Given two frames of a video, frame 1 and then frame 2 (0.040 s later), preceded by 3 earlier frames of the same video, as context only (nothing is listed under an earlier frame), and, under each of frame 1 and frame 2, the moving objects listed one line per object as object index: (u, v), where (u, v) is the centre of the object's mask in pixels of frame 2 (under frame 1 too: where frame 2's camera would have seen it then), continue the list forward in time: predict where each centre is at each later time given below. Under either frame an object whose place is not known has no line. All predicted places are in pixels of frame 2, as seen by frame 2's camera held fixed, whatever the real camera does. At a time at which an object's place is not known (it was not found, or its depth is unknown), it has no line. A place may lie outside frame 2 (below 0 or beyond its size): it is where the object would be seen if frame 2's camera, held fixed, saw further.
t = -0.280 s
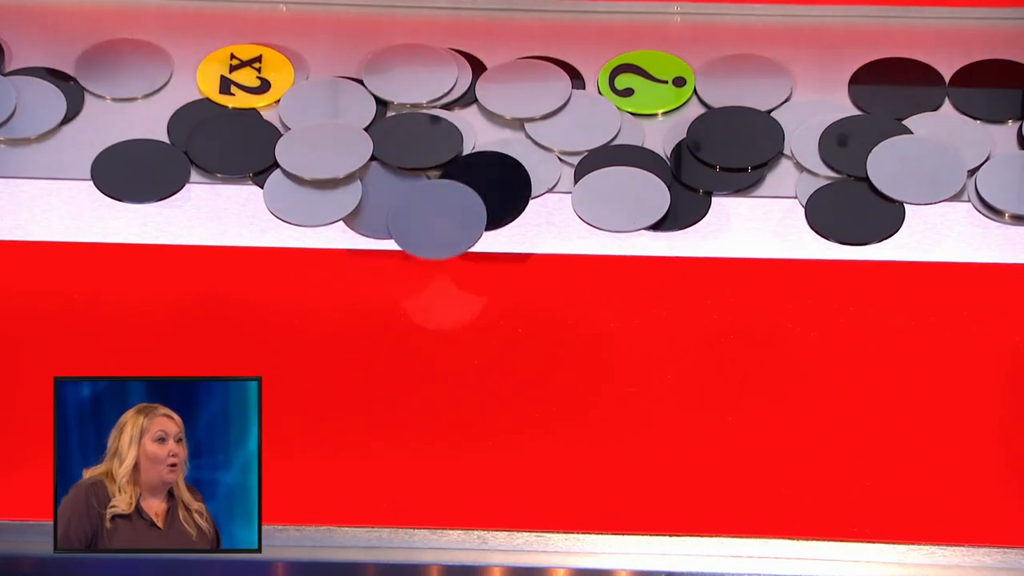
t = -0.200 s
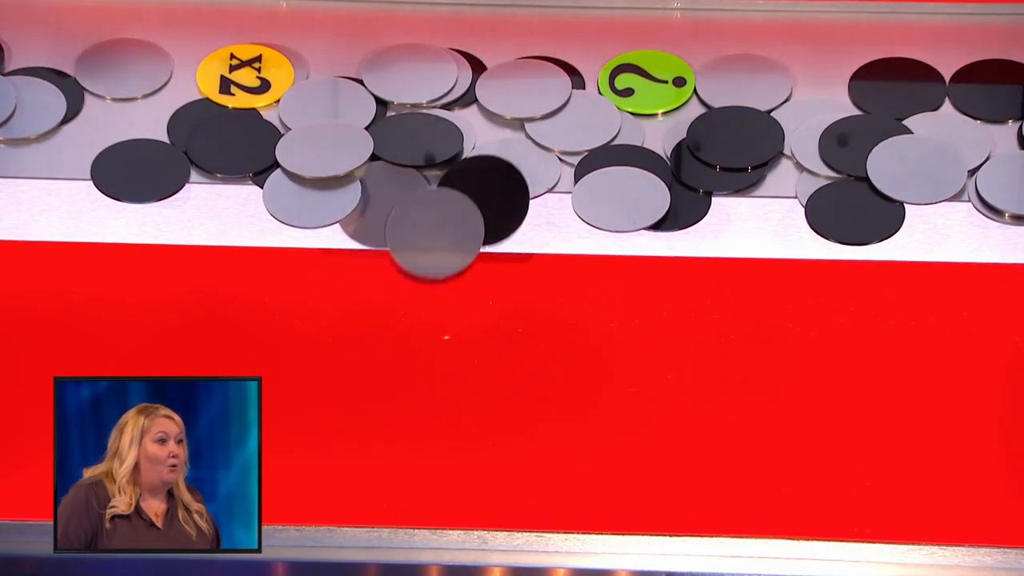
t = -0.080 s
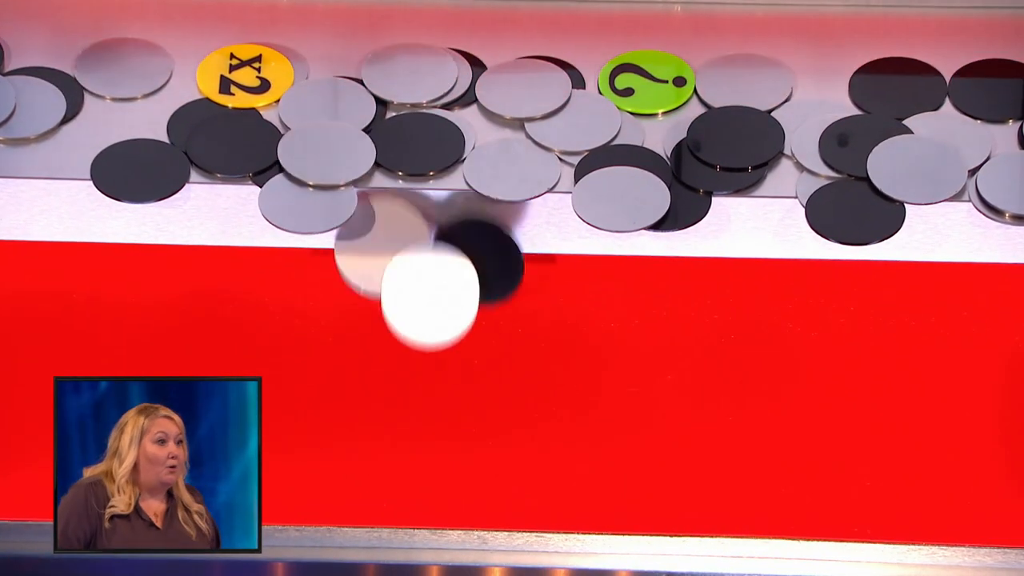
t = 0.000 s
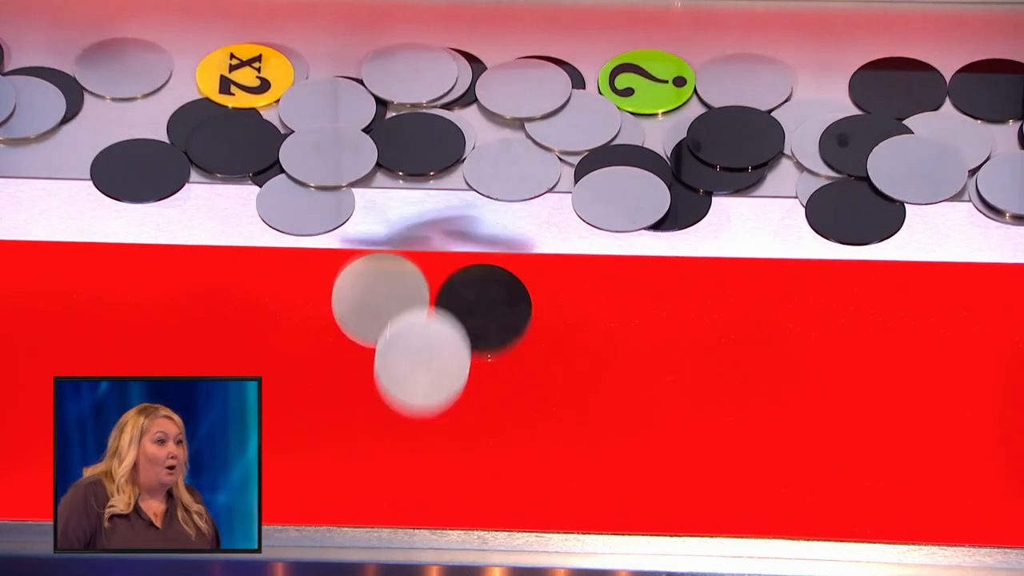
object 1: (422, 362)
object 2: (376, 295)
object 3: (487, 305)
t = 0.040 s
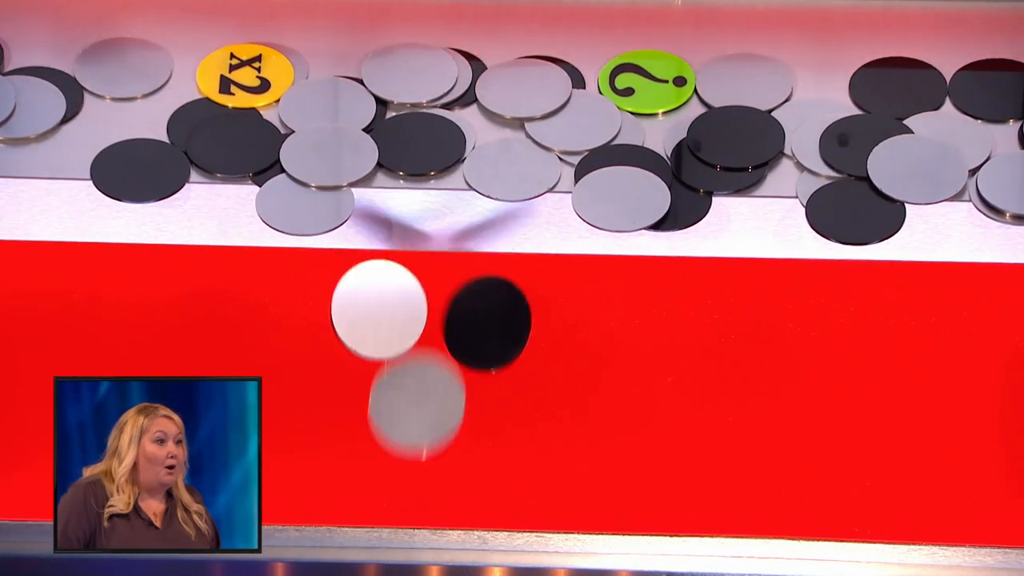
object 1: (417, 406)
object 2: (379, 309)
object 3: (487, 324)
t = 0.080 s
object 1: (411, 451)
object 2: (376, 328)
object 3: (490, 343)
